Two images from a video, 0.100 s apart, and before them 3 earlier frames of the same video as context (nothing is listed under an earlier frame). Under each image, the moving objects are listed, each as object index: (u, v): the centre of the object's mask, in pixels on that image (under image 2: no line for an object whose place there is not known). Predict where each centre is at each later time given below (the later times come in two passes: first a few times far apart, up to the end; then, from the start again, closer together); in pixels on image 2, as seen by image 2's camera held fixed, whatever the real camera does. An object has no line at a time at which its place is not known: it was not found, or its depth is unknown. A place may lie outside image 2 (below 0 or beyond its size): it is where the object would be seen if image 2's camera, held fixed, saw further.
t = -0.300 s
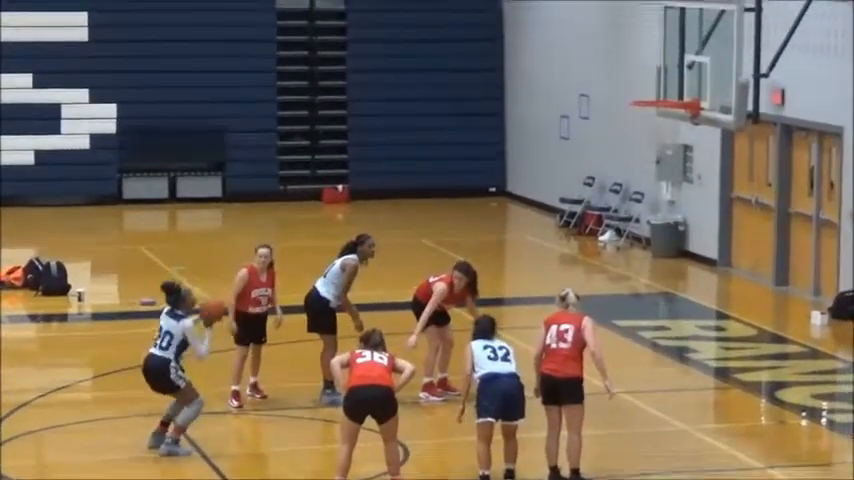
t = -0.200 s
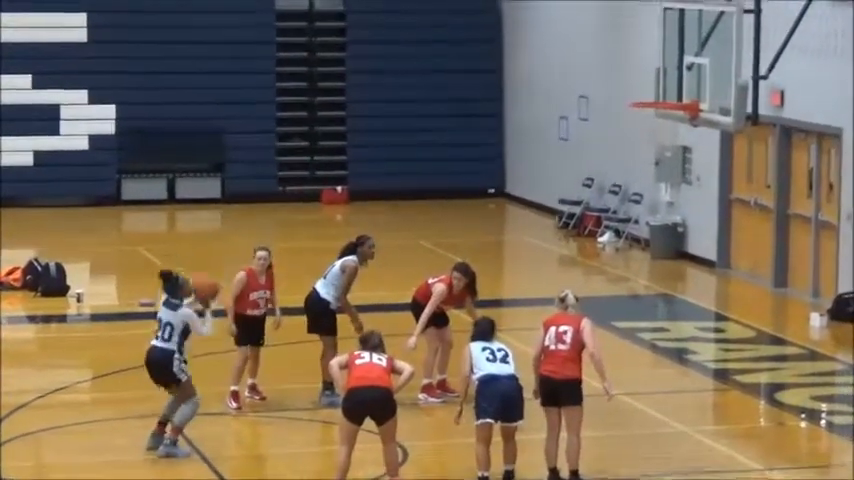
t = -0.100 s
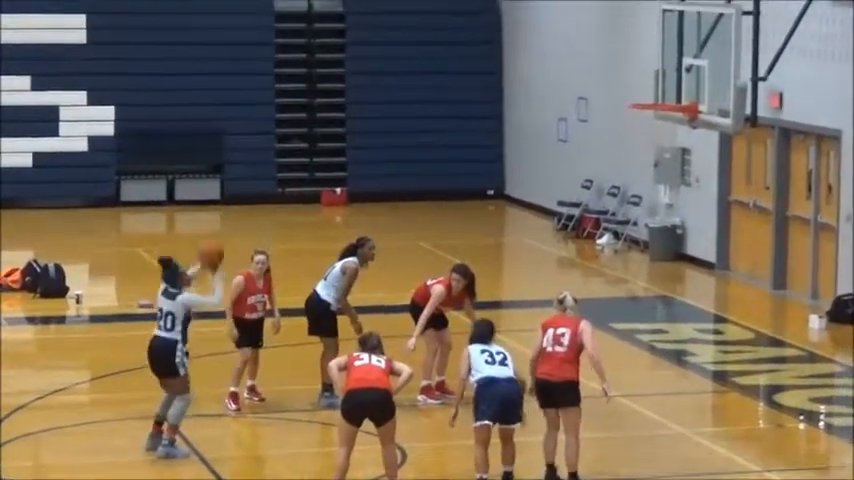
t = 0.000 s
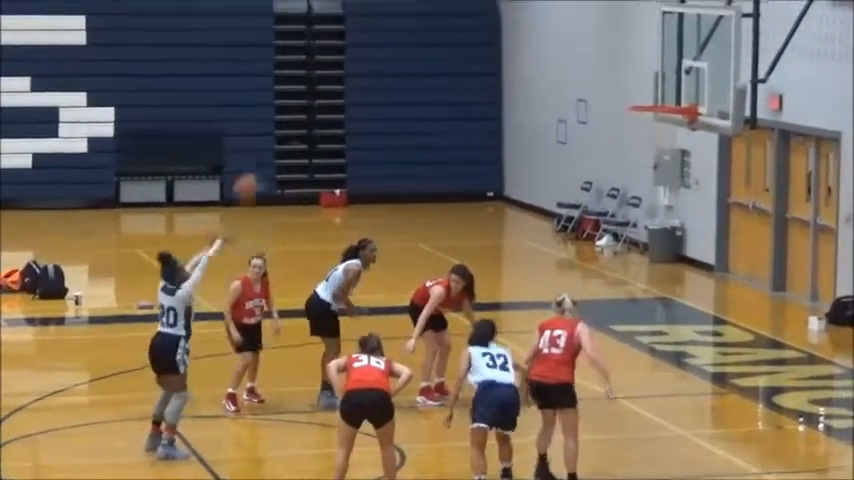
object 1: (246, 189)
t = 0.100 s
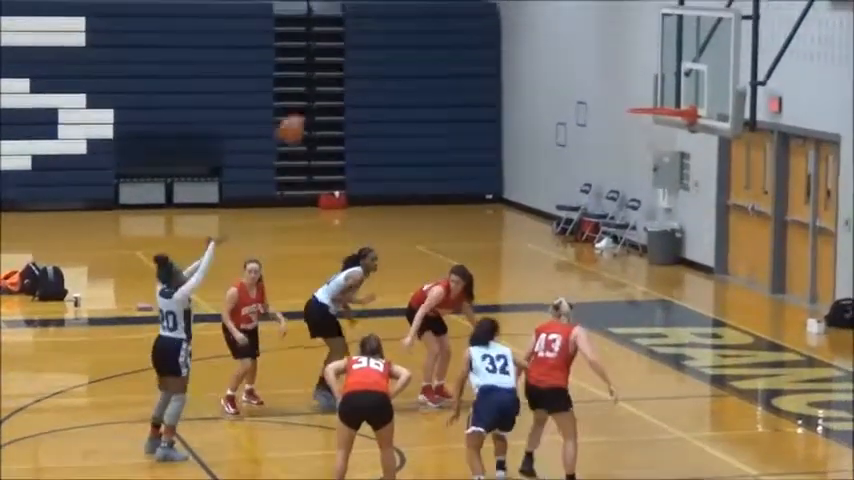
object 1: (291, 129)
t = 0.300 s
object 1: (378, 44)
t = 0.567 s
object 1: (490, 1)
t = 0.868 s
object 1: (612, 47)
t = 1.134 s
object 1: (645, 89)
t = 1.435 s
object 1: (669, 52)
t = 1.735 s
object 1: (653, 80)
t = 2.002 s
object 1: (625, 58)
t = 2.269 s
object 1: (597, 111)
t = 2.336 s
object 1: (589, 138)
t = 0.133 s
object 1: (305, 112)
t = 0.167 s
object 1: (321, 96)
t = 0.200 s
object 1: (335, 80)
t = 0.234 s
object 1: (350, 66)
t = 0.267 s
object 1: (366, 57)
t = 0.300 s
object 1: (378, 44)
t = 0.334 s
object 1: (392, 34)
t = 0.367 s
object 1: (406, 25)
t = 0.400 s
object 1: (420, 19)
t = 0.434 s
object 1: (435, 12)
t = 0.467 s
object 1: (449, 8)
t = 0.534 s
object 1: (476, 3)
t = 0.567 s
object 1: (490, 1)
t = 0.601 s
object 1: (503, 1)
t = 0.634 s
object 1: (511, 2)
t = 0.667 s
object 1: (532, 6)
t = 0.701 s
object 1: (547, 10)
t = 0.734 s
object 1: (560, 16)
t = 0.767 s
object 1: (572, 22)
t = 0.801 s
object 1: (586, 29)
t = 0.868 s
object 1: (612, 47)
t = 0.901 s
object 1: (624, 57)
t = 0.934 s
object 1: (638, 70)
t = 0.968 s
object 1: (650, 83)
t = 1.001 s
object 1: (663, 98)
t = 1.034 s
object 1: (664, 100)
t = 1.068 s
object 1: (646, 103)
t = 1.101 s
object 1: (642, 100)
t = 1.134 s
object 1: (645, 89)
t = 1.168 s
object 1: (647, 80)
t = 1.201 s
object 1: (650, 72)
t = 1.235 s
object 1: (652, 65)
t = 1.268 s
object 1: (656, 60)
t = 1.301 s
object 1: (658, 57)
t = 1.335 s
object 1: (661, 55)
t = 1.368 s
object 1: (664, 52)
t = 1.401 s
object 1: (667, 52)
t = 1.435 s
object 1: (669, 52)
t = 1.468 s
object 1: (673, 53)
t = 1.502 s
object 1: (675, 57)
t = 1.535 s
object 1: (672, 62)
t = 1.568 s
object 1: (668, 69)
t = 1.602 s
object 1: (665, 78)
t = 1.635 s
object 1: (662, 87)
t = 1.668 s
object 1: (658, 95)
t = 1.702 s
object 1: (655, 88)
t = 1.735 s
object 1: (653, 80)
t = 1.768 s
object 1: (650, 73)
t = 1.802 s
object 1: (646, 67)
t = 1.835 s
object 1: (642, 63)
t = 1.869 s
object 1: (638, 59)
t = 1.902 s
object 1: (635, 57)
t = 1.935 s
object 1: (632, 56)
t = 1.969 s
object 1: (628, 57)
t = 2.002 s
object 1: (625, 58)
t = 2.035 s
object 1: (621, 61)
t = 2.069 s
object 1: (618, 64)
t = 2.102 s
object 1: (614, 69)
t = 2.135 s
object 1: (610, 75)
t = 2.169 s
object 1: (607, 83)
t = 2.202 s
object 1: (603, 92)
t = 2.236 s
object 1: (600, 101)
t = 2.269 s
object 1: (597, 111)
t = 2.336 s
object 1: (589, 138)
